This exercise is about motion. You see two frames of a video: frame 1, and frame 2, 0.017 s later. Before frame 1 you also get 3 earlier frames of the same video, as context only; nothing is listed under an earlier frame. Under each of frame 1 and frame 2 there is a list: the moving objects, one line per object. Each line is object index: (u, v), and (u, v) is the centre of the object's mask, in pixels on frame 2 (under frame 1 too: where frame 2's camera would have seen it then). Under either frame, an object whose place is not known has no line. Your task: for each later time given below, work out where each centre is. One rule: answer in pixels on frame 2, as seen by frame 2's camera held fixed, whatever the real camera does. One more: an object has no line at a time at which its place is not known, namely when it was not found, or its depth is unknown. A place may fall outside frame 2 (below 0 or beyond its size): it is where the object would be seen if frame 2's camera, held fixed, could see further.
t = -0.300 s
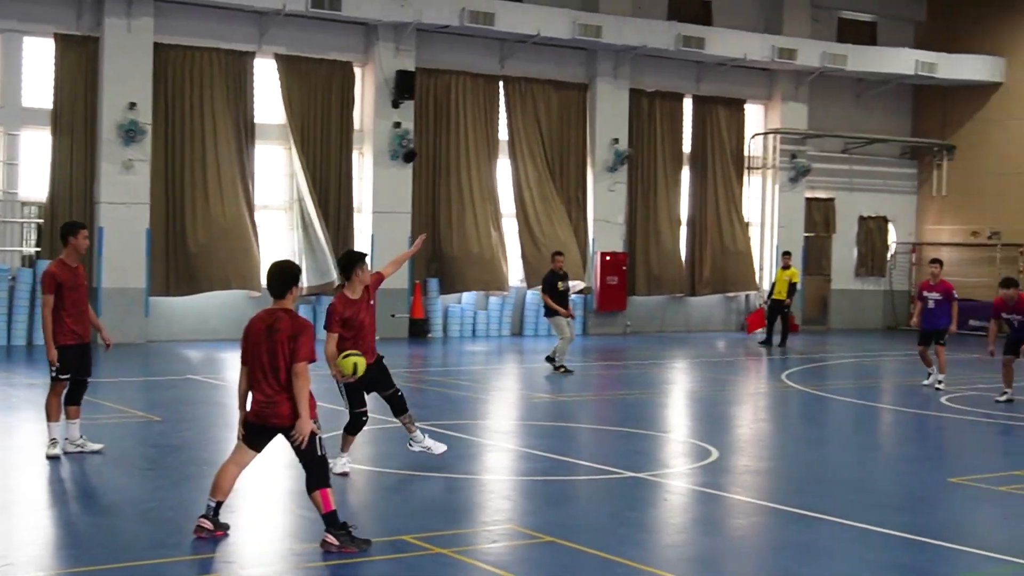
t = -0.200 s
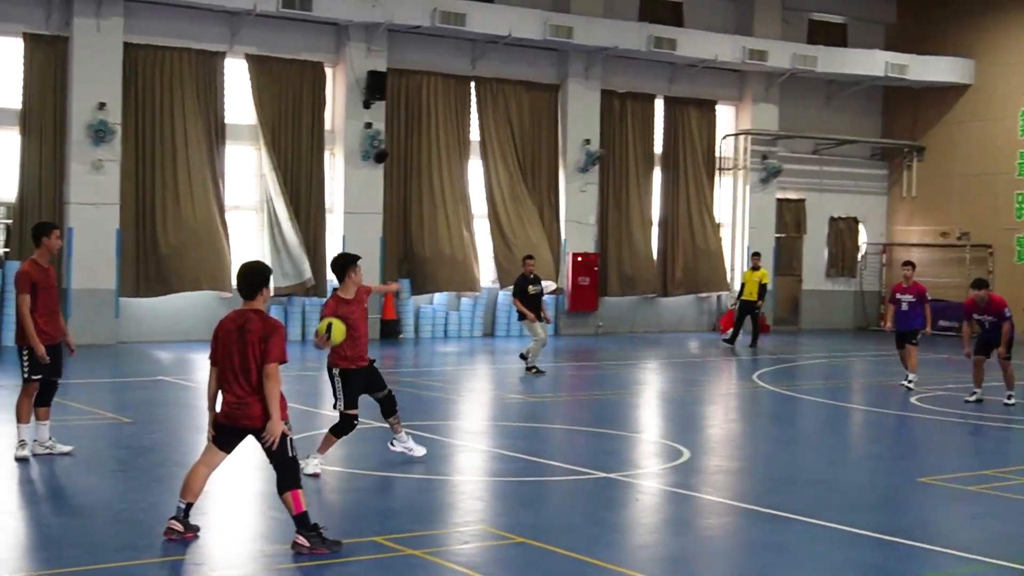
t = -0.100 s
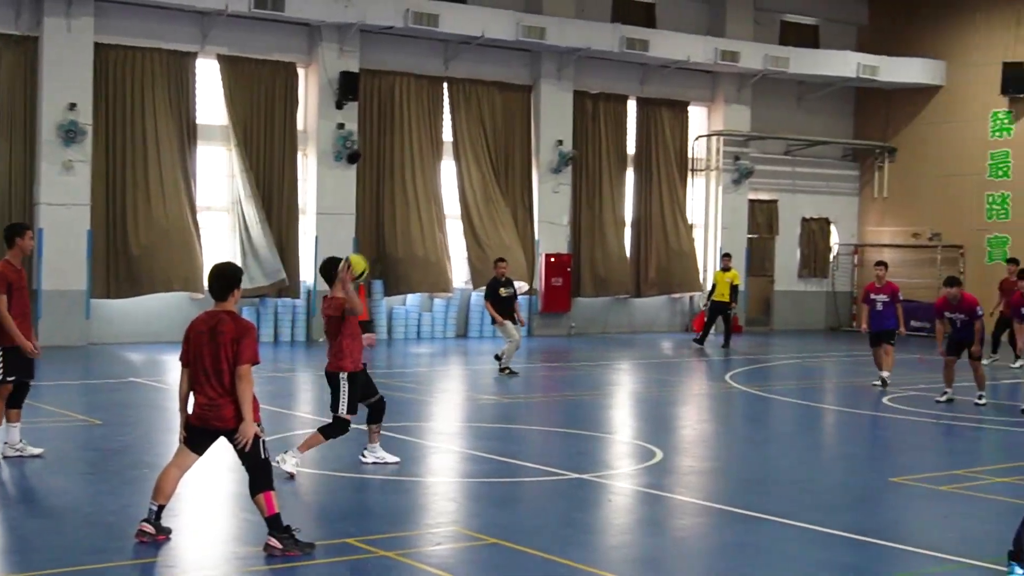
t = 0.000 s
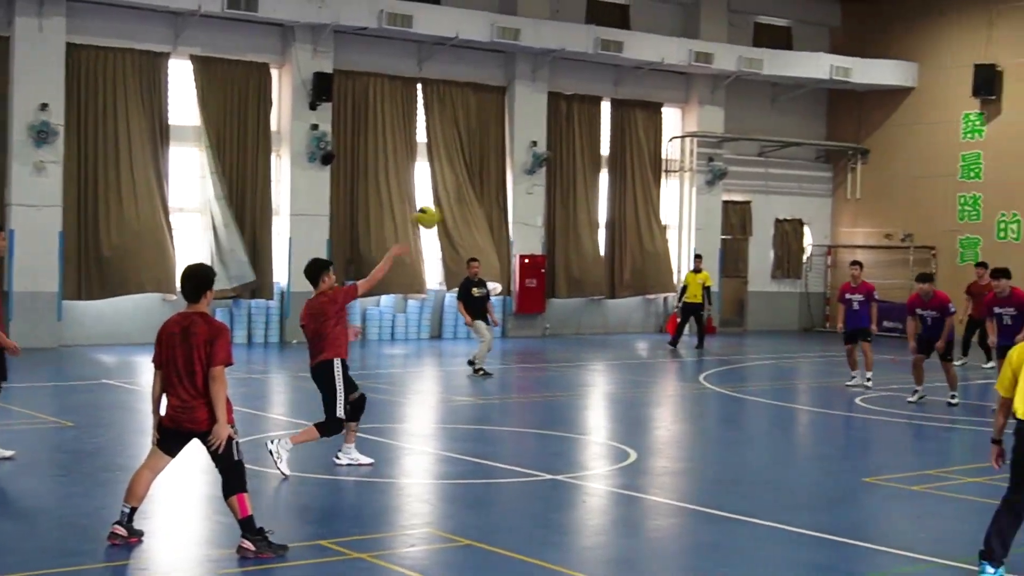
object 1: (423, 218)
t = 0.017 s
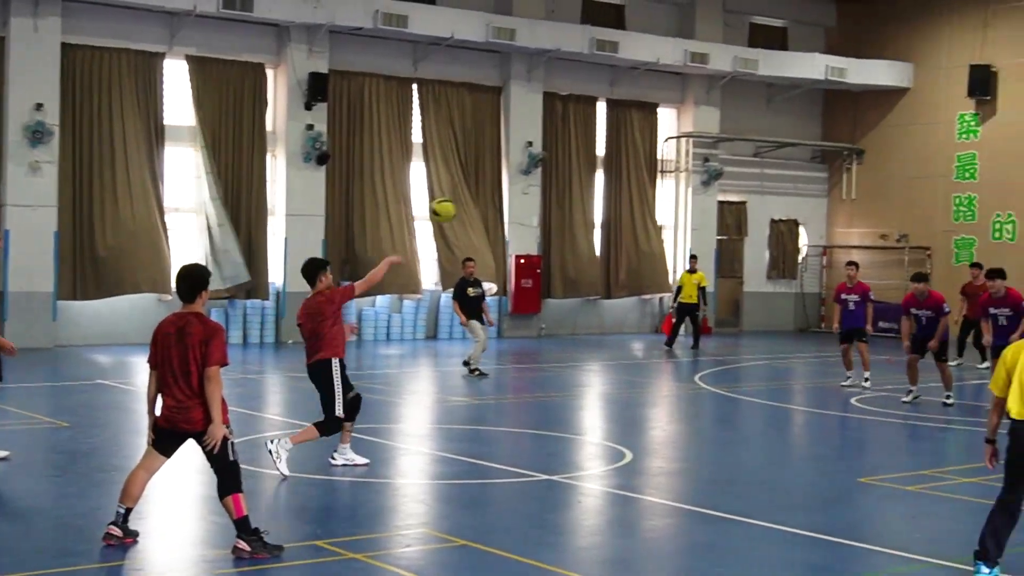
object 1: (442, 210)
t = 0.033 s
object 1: (462, 204)
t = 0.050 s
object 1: (480, 200)
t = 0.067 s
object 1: (495, 195)
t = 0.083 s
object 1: (514, 191)
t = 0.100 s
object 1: (530, 186)
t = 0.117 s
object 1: (545, 182)
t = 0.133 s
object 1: (560, 178)
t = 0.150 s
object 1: (574, 175)
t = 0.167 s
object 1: (588, 172)
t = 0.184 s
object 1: (602, 170)
